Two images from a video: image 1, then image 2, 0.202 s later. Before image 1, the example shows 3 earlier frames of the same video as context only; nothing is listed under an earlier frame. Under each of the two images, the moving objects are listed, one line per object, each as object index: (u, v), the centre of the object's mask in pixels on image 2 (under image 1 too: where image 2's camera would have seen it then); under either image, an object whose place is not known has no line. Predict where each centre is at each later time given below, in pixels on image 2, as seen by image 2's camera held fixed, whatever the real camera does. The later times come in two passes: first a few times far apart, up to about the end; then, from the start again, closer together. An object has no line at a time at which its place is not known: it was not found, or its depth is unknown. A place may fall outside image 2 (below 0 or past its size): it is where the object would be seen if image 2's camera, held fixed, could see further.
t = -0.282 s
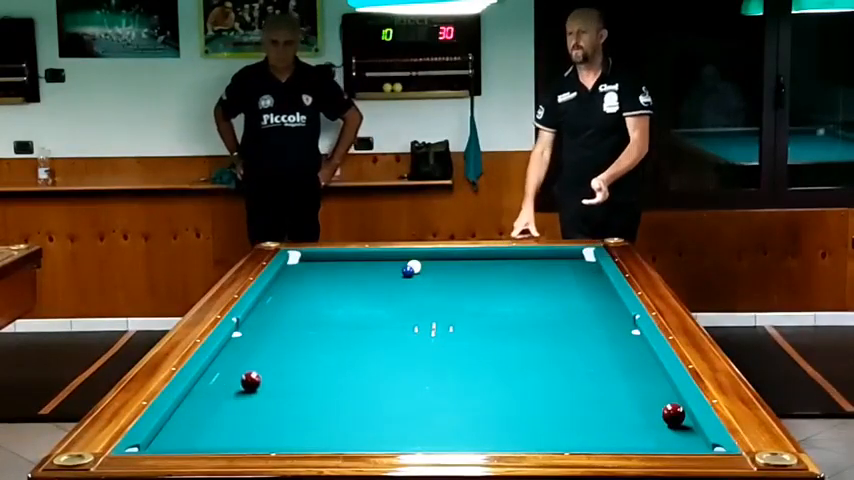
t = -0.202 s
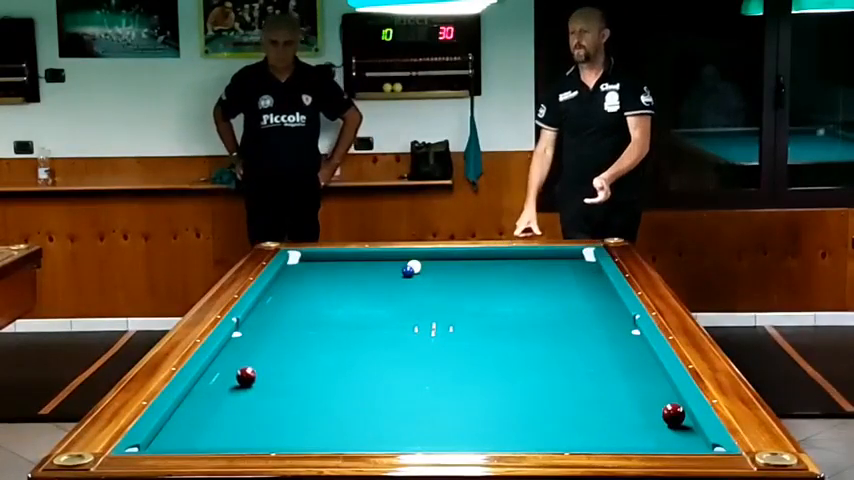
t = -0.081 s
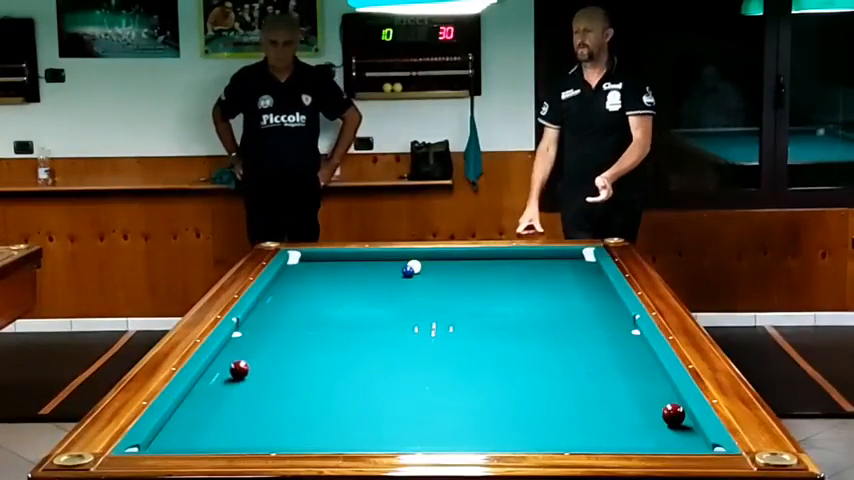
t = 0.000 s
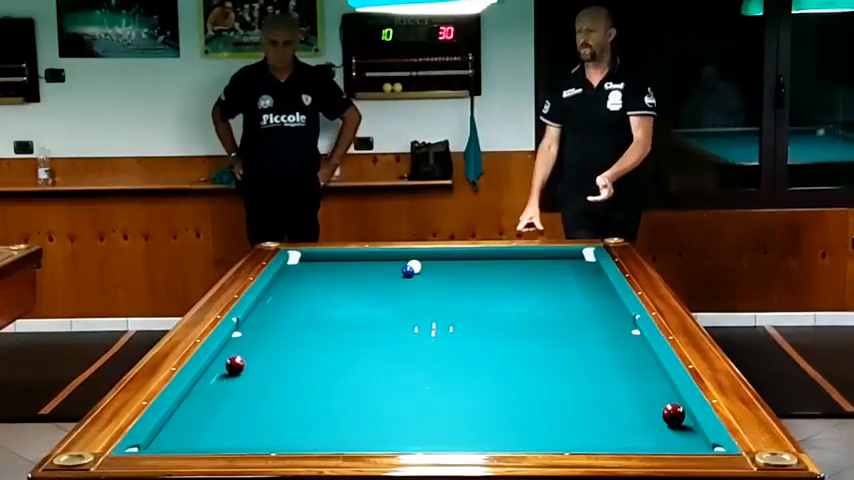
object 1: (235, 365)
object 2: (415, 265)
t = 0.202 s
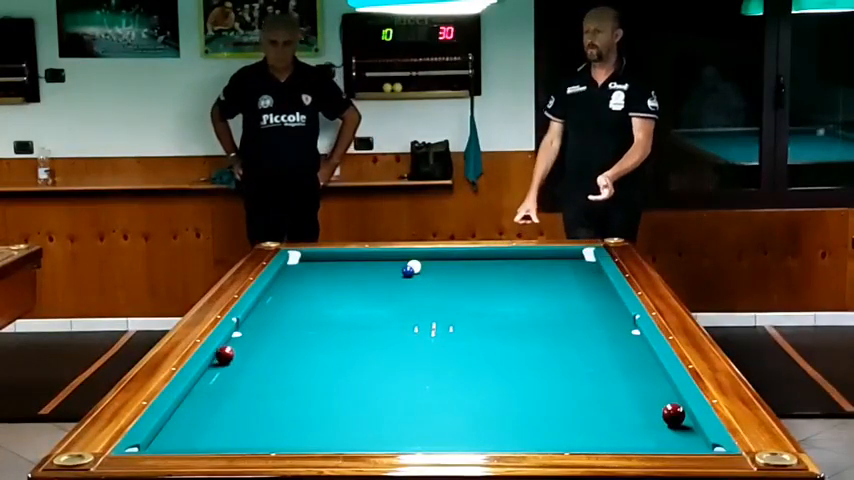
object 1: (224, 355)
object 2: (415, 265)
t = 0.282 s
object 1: (230, 351)
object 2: (415, 265)
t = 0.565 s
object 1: (250, 339)
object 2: (415, 265)
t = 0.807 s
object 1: (266, 330)
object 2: (415, 265)
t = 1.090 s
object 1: (282, 320)
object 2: (415, 265)
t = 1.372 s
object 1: (297, 310)
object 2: (415, 265)
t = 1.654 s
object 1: (310, 302)
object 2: (415, 265)
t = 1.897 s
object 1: (321, 295)
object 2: (415, 265)
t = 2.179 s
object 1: (333, 288)
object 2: (415, 265)
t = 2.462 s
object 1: (344, 281)
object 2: (415, 265)
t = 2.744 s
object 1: (355, 274)
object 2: (415, 265)
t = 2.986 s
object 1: (363, 269)
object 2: (415, 265)
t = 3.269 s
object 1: (372, 264)
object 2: (415, 265)
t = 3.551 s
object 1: (381, 259)
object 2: (415, 265)
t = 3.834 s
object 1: (387, 258)
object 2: (415, 265)
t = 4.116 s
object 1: (393, 260)
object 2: (415, 265)
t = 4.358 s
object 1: (398, 262)
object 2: (415, 265)
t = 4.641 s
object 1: (402, 263)
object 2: (415, 265)
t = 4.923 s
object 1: (404, 263)
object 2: (418, 267)
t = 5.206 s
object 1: (405, 264)
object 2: (422, 268)
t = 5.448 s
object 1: (404, 264)
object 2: (426, 270)
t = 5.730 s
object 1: (404, 264)
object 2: (430, 271)
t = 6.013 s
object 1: (404, 264)
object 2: (434, 272)
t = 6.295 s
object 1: (404, 264)
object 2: (437, 273)
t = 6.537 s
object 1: (404, 265)
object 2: (440, 273)
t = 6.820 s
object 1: (404, 265)
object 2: (442, 274)
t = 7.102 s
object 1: (403, 265)
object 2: (444, 275)
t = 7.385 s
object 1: (403, 265)
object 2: (446, 275)
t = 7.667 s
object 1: (403, 265)
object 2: (448, 275)
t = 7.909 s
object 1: (403, 265)
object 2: (450, 275)
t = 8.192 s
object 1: (402, 265)
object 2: (451, 276)
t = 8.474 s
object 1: (403, 265)
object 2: (452, 276)
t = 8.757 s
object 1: (403, 265)
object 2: (451, 276)
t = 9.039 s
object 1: (403, 265)
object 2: (451, 275)
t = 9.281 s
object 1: (403, 266)
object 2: (451, 275)
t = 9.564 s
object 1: (402, 266)
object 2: (451, 276)
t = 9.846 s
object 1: (402, 266)
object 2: (451, 276)
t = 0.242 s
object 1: (227, 353)
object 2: (415, 265)
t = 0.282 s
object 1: (230, 351)
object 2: (415, 265)
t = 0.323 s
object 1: (234, 350)
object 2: (415, 265)
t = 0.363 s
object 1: (236, 348)
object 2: (415, 265)
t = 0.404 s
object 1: (239, 346)
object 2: (415, 265)
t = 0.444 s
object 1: (242, 344)
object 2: (415, 265)
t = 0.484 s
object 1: (245, 343)
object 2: (415, 265)
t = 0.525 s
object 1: (248, 341)
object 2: (415, 265)
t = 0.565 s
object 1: (250, 339)
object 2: (415, 265)
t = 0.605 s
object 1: (253, 338)
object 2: (415, 265)
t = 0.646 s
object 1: (256, 336)
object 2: (415, 265)
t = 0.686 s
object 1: (258, 335)
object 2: (415, 265)
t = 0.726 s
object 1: (261, 333)
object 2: (415, 265)
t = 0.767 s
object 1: (263, 331)
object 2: (415, 265)
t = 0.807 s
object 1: (266, 330)
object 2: (415, 265)
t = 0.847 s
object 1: (268, 328)
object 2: (415, 265)
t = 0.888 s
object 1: (271, 327)
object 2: (415, 265)
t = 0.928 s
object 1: (273, 325)
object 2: (415, 265)
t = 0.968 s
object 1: (275, 324)
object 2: (415, 265)
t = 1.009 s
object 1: (277, 322)
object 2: (415, 265)
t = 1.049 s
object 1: (280, 321)
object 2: (415, 265)
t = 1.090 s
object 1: (282, 320)
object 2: (415, 265)
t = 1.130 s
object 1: (284, 318)
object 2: (415, 265)
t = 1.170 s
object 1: (286, 317)
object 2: (415, 265)
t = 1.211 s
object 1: (288, 315)
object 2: (415, 265)
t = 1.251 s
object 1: (291, 314)
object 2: (415, 265)
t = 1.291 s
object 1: (293, 313)
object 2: (415, 265)
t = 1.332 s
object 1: (295, 312)
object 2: (415, 265)
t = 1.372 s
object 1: (297, 310)
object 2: (415, 265)
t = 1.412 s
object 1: (299, 309)
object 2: (415, 265)
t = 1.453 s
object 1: (301, 308)
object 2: (415, 265)
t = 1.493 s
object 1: (303, 306)
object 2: (415, 265)
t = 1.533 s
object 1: (305, 305)
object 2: (415, 265)
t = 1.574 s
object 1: (307, 304)
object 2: (415, 265)
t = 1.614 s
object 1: (309, 303)
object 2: (415, 265)
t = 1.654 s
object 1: (310, 302)
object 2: (415, 265)
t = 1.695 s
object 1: (312, 300)
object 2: (415, 265)
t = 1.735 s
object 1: (314, 299)
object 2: (415, 265)
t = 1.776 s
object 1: (316, 298)
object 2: (415, 265)
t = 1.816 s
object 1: (318, 297)
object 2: (415, 265)
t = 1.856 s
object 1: (319, 296)
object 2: (415, 265)
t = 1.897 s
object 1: (321, 295)
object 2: (415, 265)
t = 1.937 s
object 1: (323, 294)
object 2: (415, 265)
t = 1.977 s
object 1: (325, 293)
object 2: (415, 265)
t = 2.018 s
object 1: (326, 292)
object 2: (415, 265)
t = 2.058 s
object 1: (328, 291)
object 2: (415, 265)
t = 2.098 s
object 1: (330, 290)
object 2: (415, 265)
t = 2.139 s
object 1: (331, 289)
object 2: (415, 265)
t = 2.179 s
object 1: (333, 288)
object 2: (415, 265)
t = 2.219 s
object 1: (335, 287)
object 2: (415, 265)
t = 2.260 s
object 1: (336, 286)
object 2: (415, 265)
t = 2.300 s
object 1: (338, 285)
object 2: (415, 265)
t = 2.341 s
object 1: (339, 284)
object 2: (415, 265)
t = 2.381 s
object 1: (341, 283)
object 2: (415, 265)
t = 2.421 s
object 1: (342, 282)
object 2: (415, 265)
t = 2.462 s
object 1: (344, 281)
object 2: (415, 265)
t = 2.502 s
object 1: (345, 280)
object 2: (415, 265)
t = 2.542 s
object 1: (348, 278)
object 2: (415, 265)
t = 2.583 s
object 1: (349, 277)
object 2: (415, 265)
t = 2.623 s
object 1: (351, 277)
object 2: (415, 265)
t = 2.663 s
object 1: (352, 276)
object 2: (415, 265)
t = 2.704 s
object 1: (354, 275)
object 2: (415, 265)
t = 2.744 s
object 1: (355, 274)
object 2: (415, 265)
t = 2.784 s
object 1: (357, 273)
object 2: (415, 265)
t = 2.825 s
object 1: (358, 272)
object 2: (415, 265)
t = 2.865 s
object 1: (359, 272)
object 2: (415, 265)
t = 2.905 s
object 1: (361, 271)
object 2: (415, 265)
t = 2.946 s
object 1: (362, 270)
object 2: (415, 265)
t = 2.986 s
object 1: (363, 269)
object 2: (415, 265)
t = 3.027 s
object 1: (365, 268)
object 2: (415, 265)
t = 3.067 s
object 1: (366, 267)
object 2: (415, 265)
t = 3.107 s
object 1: (367, 267)
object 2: (415, 265)
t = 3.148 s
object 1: (368, 266)
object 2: (415, 265)
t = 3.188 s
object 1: (370, 265)
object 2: (415, 265)
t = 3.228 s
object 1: (371, 264)
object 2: (415, 265)
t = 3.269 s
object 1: (372, 264)
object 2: (415, 265)
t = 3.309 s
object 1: (373, 263)
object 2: (415, 265)
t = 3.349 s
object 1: (375, 262)
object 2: (415, 265)
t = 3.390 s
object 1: (376, 261)
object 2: (415, 265)
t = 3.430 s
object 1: (377, 261)
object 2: (415, 265)
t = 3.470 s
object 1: (378, 260)
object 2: (415, 265)
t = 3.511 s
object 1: (379, 259)
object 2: (415, 265)
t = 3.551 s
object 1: (381, 259)
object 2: (415, 265)
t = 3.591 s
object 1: (382, 258)
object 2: (415, 265)
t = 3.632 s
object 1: (382, 257)
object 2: (415, 265)
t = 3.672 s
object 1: (383, 257)
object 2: (415, 265)
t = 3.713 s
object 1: (384, 257)
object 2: (415, 265)
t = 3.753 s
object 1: (386, 257)
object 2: (415, 265)
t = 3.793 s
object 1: (386, 258)
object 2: (415, 265)
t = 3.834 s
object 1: (387, 258)
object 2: (415, 265)
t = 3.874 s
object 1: (388, 258)
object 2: (415, 265)
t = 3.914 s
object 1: (389, 259)
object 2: (415, 265)
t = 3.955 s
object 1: (390, 259)
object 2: (415, 265)
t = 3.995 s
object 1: (391, 259)
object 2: (415, 265)
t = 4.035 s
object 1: (392, 260)
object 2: (415, 265)
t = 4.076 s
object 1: (392, 260)
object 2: (415, 265)
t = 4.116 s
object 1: (393, 260)
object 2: (415, 265)
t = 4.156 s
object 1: (394, 261)
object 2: (415, 265)
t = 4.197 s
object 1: (395, 261)
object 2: (415, 265)
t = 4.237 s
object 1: (396, 261)
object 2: (415, 265)
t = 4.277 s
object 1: (396, 261)
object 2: (415, 265)
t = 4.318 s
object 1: (397, 262)
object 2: (415, 265)
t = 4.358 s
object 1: (398, 262)
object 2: (415, 265)
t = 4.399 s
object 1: (399, 262)
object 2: (415, 265)
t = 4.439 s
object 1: (399, 263)
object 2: (415, 265)
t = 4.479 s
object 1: (400, 263)
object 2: (415, 265)
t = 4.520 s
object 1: (401, 263)
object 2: (415, 265)
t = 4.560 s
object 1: (401, 263)
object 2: (415, 265)
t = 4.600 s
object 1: (402, 263)
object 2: (415, 265)
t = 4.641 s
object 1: (402, 263)
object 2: (415, 265)
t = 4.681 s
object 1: (403, 263)
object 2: (415, 265)
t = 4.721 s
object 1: (403, 263)
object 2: (415, 265)
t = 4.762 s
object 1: (403, 263)
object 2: (416, 265)
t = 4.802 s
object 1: (404, 263)
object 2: (416, 266)
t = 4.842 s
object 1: (403, 263)
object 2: (417, 266)
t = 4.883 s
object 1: (404, 263)
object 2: (417, 266)
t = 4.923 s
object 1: (404, 263)
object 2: (418, 267)
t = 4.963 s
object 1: (404, 263)
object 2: (418, 267)
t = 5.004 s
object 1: (404, 263)
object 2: (419, 267)
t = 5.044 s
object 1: (404, 264)
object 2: (420, 267)
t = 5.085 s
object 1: (405, 264)
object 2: (420, 268)
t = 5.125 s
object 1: (405, 264)
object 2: (421, 268)
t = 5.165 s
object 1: (405, 264)
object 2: (421, 268)
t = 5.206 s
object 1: (405, 264)
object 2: (422, 268)
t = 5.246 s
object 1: (404, 264)
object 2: (423, 268)
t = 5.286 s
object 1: (404, 264)
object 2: (423, 269)
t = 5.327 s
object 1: (405, 264)
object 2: (424, 269)
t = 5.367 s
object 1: (404, 264)
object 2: (425, 269)
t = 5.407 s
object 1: (405, 264)
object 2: (425, 269)
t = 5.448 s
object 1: (404, 264)
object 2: (426, 270)
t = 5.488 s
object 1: (404, 264)
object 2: (426, 270)
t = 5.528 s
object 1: (404, 264)
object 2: (427, 270)
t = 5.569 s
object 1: (404, 264)
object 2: (427, 270)
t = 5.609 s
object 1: (404, 264)
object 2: (428, 270)
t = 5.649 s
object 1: (404, 264)
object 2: (429, 271)
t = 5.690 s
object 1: (404, 264)
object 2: (429, 271)
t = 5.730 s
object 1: (404, 264)
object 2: (430, 271)
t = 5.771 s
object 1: (404, 264)
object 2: (430, 271)
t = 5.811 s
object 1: (404, 264)
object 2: (431, 271)
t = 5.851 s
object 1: (404, 264)
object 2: (431, 271)
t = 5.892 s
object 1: (404, 264)
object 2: (432, 271)
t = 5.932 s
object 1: (404, 264)
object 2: (433, 272)
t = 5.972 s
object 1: (404, 264)
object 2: (433, 272)
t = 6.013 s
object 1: (404, 264)
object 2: (434, 272)
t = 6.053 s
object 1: (404, 264)
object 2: (434, 272)
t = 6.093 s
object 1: (404, 264)
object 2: (435, 272)
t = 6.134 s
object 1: (404, 264)
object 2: (435, 272)
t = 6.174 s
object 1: (404, 264)
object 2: (436, 272)
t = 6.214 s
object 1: (404, 264)
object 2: (436, 272)
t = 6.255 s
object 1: (404, 264)
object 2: (437, 273)
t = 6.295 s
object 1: (404, 264)
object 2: (437, 273)
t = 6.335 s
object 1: (403, 265)
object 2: (438, 273)
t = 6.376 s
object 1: (404, 264)
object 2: (438, 273)
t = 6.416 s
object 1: (404, 264)
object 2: (438, 273)
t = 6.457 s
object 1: (404, 264)
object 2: (439, 273)
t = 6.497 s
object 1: (404, 265)
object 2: (439, 273)
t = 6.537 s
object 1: (404, 265)
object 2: (440, 273)
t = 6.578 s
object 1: (404, 265)
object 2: (440, 274)
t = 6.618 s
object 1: (404, 265)
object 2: (440, 274)
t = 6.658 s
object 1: (404, 265)
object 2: (441, 274)
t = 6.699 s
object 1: (404, 265)
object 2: (441, 274)
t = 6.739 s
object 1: (404, 265)
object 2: (442, 274)
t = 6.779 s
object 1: (403, 265)
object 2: (442, 274)
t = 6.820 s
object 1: (404, 265)
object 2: (442, 274)
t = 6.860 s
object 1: (403, 265)
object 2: (443, 274)
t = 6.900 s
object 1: (403, 265)
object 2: (443, 274)
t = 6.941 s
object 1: (403, 265)
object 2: (443, 274)
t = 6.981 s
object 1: (403, 265)
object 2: (444, 275)
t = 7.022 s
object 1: (403, 265)
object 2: (444, 275)
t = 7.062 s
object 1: (403, 265)
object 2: (444, 274)
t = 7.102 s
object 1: (403, 265)
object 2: (444, 275)
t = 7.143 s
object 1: (403, 265)
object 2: (445, 275)
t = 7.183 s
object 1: (403, 265)
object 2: (445, 275)
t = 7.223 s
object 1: (403, 265)
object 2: (445, 275)
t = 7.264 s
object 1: (403, 265)
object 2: (446, 275)
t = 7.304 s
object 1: (403, 265)
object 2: (446, 275)
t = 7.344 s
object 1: (403, 265)
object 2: (446, 275)
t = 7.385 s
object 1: (403, 265)
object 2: (446, 275)
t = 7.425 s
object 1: (403, 265)
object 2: (447, 275)
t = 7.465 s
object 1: (403, 265)
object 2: (447, 275)
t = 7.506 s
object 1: (403, 265)
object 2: (447, 275)
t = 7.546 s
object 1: (403, 265)
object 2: (447, 275)
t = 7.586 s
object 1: (403, 265)
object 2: (448, 275)
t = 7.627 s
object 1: (403, 265)
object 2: (448, 275)
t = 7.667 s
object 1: (403, 265)
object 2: (448, 275)
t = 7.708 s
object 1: (403, 265)
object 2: (448, 275)
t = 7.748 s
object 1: (403, 265)
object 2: (449, 275)
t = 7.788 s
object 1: (403, 265)
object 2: (449, 275)
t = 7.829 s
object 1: (403, 265)
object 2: (449, 275)
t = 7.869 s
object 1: (403, 265)
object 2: (449, 275)
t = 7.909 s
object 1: (403, 265)
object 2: (450, 275)
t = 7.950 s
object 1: (403, 265)
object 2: (450, 275)
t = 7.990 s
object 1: (403, 265)
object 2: (450, 276)
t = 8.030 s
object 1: (403, 265)
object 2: (450, 276)
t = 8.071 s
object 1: (403, 265)
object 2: (450, 276)
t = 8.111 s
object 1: (403, 265)
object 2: (450, 276)
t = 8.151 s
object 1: (403, 265)
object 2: (451, 276)
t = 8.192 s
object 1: (402, 265)
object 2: (451, 276)
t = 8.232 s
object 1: (403, 265)
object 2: (451, 276)
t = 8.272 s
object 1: (403, 265)
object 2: (451, 275)
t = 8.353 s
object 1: (403, 265)
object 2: (451, 276)
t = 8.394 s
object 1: (403, 265)
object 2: (451, 276)
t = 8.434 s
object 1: (403, 265)
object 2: (451, 276)
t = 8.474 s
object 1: (403, 265)
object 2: (452, 276)
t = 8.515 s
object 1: (403, 265)
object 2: (452, 276)
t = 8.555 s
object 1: (403, 265)
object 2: (452, 276)
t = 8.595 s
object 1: (403, 265)
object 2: (451, 276)
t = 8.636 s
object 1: (403, 265)
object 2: (451, 276)
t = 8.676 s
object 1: (403, 265)
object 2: (452, 276)
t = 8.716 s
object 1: (403, 265)
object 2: (451, 276)
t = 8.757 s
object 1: (403, 265)
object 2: (451, 276)
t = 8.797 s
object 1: (403, 265)
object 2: (451, 276)
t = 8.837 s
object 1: (403, 265)
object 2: (451, 275)
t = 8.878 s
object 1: (403, 265)
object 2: (451, 276)
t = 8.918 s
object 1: (403, 265)
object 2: (451, 276)
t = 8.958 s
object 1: (403, 265)
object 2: (451, 276)
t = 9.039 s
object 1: (403, 265)
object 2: (451, 275)
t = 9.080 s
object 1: (403, 265)
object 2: (451, 276)
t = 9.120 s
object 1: (403, 265)
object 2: (451, 276)
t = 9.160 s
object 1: (403, 265)
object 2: (451, 275)
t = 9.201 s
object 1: (403, 265)
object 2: (451, 276)
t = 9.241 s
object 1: (403, 266)
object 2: (451, 276)
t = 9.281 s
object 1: (403, 266)
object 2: (451, 275)
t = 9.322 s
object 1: (403, 266)
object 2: (451, 276)
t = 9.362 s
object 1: (402, 266)
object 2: (451, 276)
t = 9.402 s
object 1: (402, 266)
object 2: (451, 276)
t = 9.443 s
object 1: (402, 266)
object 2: (451, 276)
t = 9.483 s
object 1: (402, 266)
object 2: (451, 276)
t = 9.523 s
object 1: (402, 266)
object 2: (451, 275)
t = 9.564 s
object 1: (402, 266)
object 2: (451, 276)
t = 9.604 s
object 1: (402, 266)
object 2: (451, 276)
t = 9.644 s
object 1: (402, 266)
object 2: (451, 276)
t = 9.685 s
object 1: (402, 266)
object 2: (451, 276)
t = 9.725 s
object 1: (402, 266)
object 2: (451, 276)
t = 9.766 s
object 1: (402, 266)
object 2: (451, 275)
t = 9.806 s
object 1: (402, 266)
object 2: (451, 276)
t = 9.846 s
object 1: (402, 266)
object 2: (451, 276)
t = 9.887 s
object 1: (402, 266)
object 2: (451, 276)
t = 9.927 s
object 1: (402, 266)
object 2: (451, 276)
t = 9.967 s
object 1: (402, 266)
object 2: (451, 276)
